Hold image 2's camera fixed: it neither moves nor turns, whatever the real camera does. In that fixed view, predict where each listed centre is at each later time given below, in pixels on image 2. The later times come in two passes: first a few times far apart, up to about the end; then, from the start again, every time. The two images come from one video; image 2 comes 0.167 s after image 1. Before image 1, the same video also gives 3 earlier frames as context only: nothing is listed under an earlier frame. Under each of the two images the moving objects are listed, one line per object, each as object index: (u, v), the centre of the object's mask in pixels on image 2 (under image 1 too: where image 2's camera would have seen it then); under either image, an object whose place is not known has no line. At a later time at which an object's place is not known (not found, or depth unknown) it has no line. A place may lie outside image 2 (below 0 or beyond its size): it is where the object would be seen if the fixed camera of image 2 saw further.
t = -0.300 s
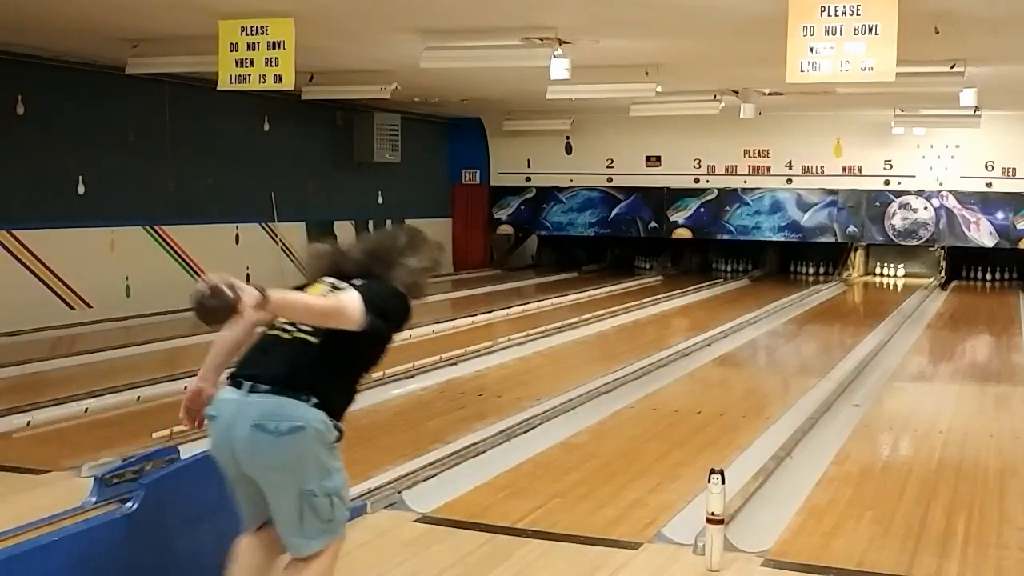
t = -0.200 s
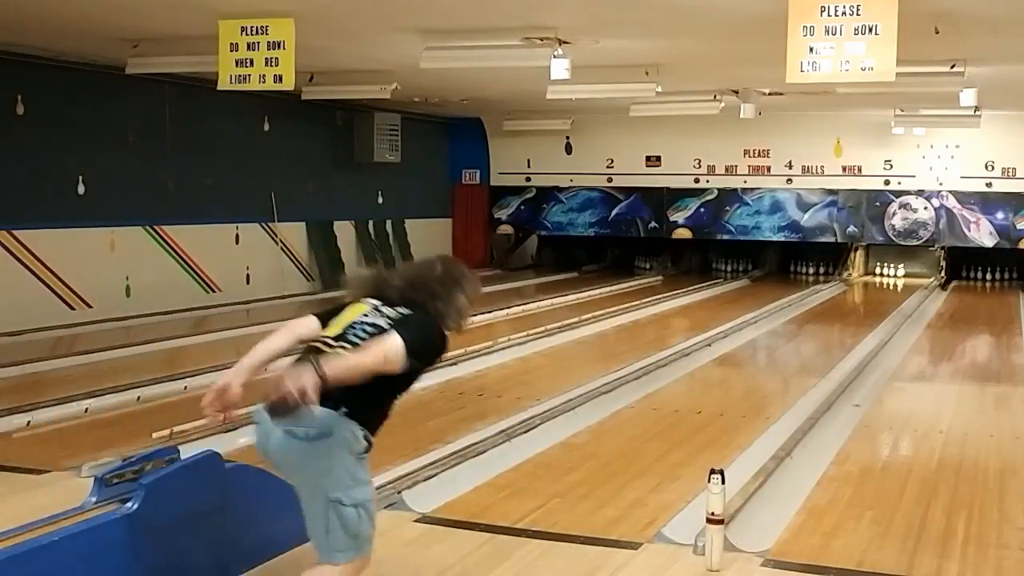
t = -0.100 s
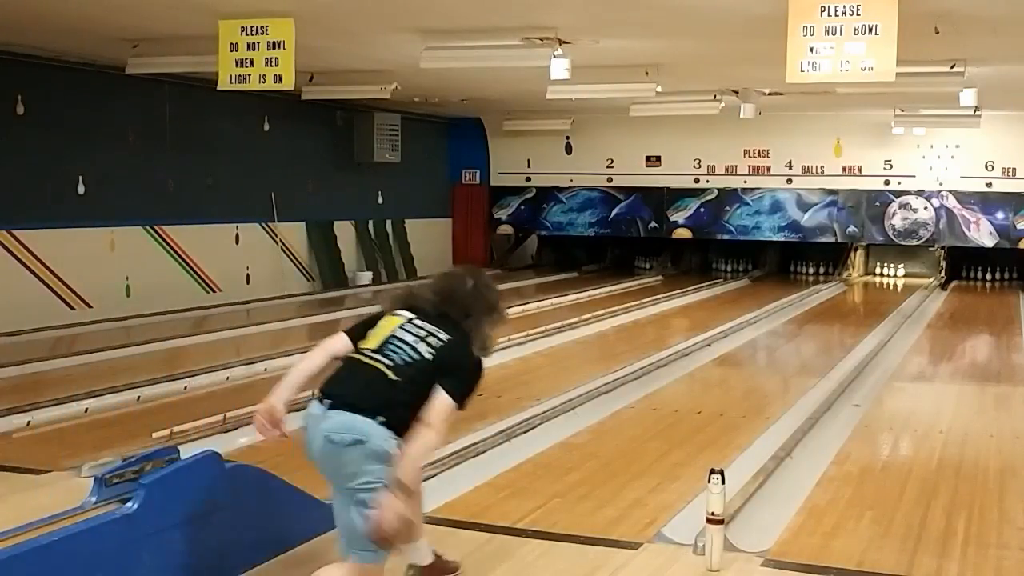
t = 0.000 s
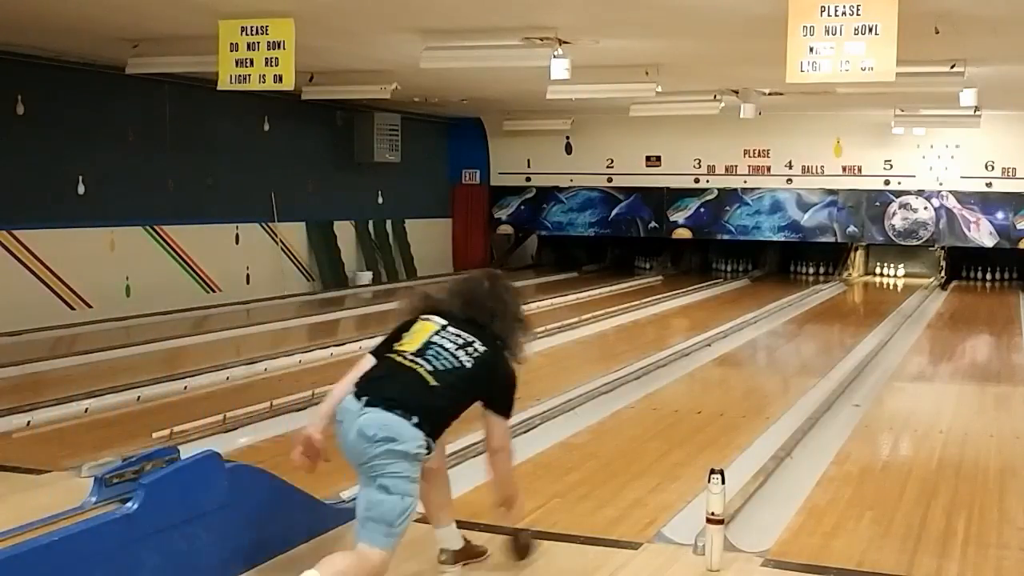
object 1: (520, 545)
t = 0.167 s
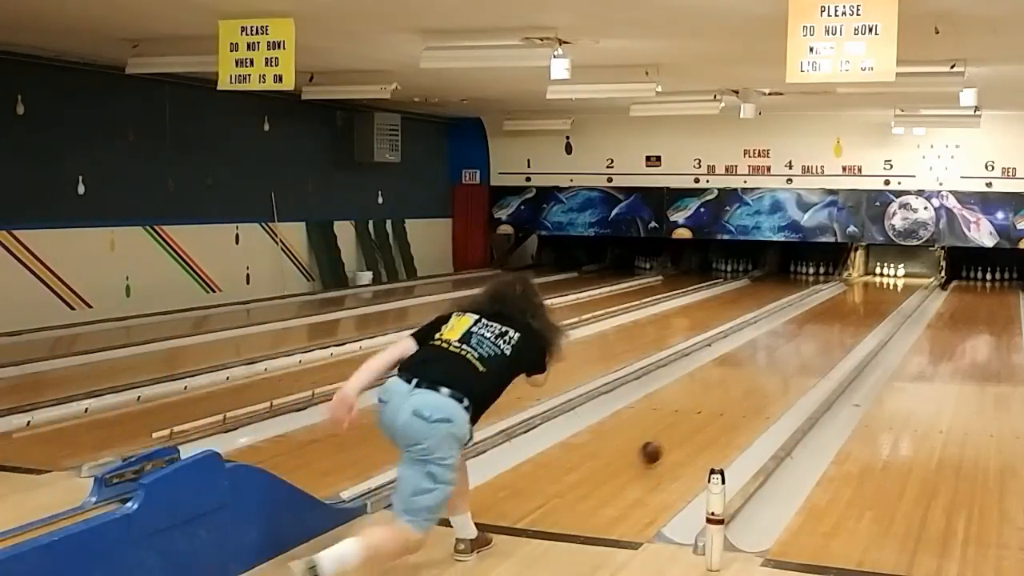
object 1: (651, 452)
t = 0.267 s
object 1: (698, 418)
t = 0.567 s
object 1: (785, 357)
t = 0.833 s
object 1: (828, 326)
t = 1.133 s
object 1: (858, 304)
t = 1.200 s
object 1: (863, 301)
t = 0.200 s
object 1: (668, 441)
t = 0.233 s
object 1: (684, 428)
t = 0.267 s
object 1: (698, 418)
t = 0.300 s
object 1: (711, 410)
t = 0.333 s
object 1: (723, 402)
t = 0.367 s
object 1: (735, 393)
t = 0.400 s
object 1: (745, 386)
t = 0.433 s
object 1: (754, 379)
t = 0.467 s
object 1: (763, 373)
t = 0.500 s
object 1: (771, 367)
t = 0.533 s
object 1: (778, 362)
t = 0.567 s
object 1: (785, 357)
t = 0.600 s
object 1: (792, 352)
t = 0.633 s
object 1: (798, 348)
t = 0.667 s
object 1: (803, 344)
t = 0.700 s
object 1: (809, 339)
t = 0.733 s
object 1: (814, 336)
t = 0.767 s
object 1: (819, 332)
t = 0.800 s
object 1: (824, 329)
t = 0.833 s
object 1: (828, 326)
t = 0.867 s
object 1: (832, 324)
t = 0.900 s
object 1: (836, 321)
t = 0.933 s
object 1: (839, 318)
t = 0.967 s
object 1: (843, 315)
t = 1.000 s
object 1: (846, 313)
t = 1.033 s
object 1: (850, 310)
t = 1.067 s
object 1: (853, 308)
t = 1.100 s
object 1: (856, 307)
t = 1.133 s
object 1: (858, 304)
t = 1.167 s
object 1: (861, 302)
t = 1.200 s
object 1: (863, 301)
